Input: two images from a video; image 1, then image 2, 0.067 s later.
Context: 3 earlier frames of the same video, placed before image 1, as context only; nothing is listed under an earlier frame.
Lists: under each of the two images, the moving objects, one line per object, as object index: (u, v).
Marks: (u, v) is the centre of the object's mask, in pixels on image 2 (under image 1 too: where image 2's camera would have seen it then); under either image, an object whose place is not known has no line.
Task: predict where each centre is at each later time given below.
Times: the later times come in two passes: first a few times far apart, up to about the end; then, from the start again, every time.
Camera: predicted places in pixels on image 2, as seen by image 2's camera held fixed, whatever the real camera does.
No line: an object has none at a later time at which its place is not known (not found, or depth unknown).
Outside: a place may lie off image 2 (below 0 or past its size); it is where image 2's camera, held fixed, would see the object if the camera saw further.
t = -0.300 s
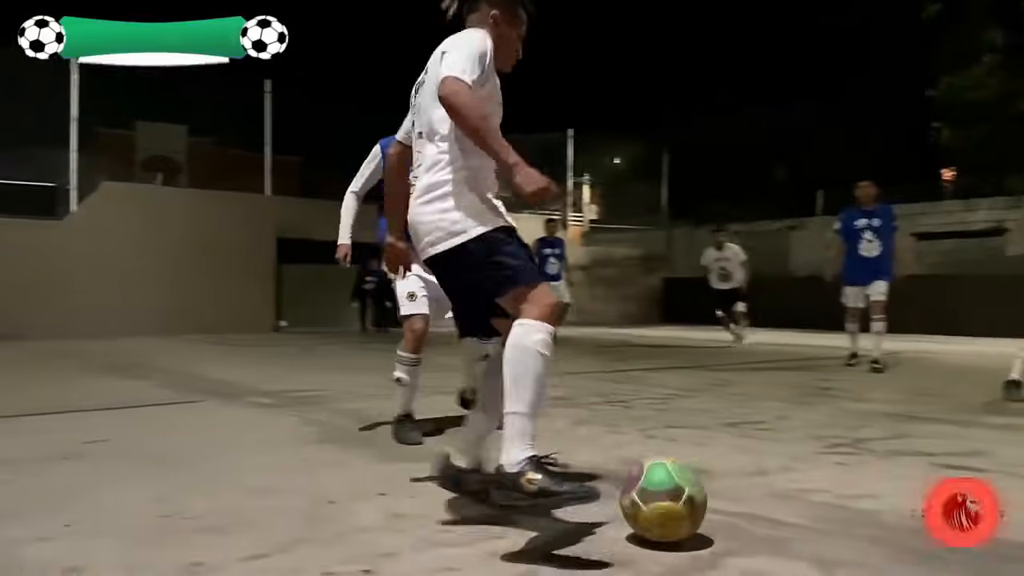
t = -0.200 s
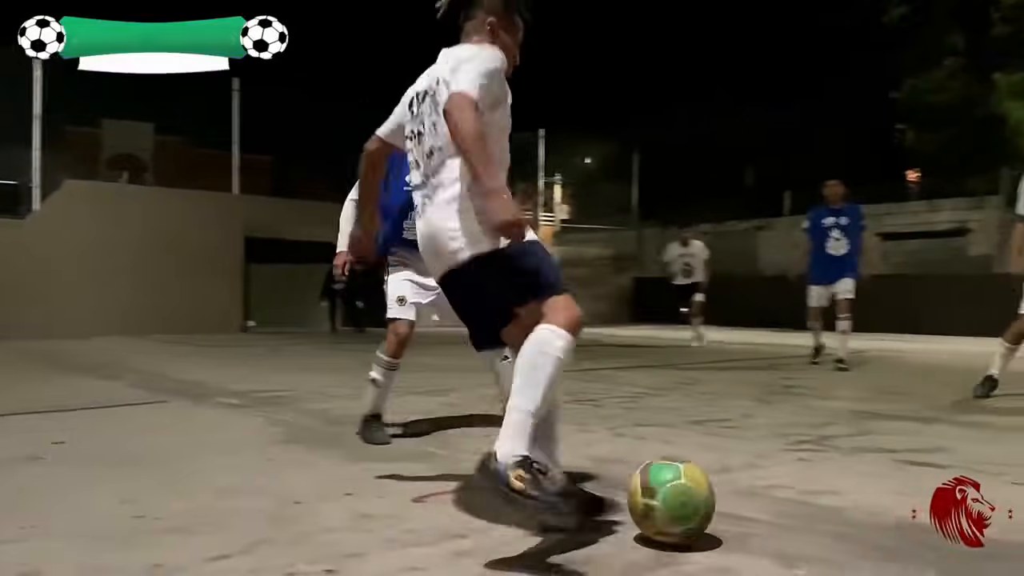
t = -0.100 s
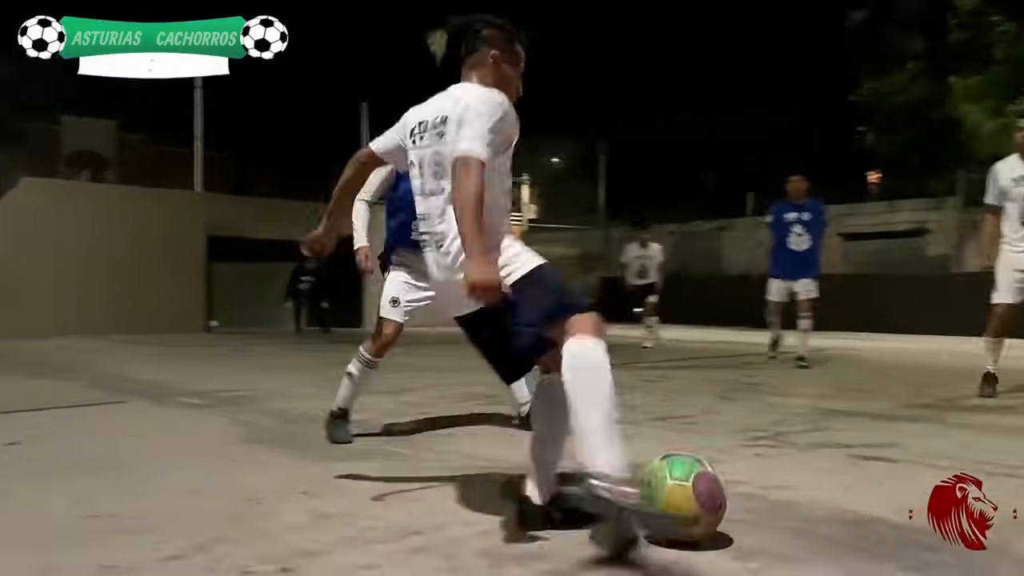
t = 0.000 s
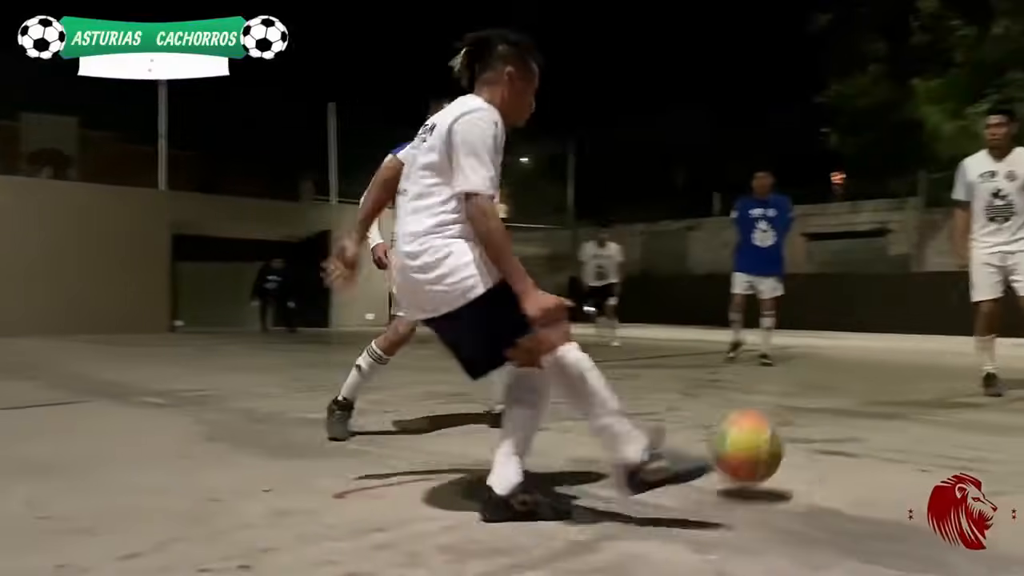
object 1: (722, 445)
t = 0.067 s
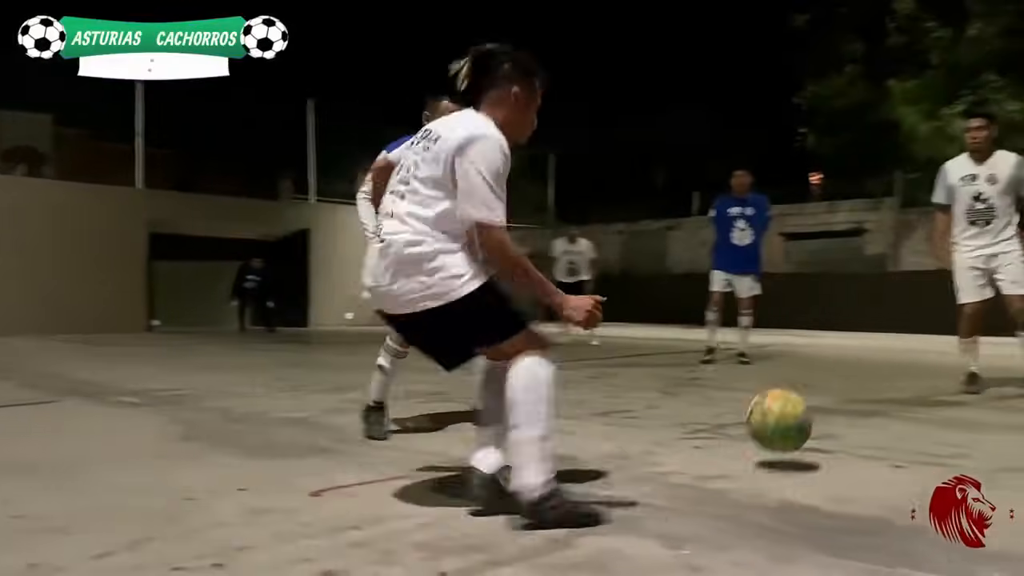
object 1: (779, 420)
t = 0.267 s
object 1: (881, 391)
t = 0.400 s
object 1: (920, 380)
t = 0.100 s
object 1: (803, 416)
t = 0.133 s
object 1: (824, 416)
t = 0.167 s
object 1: (842, 416)
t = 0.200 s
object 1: (856, 404)
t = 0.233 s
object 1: (870, 395)
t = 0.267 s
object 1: (881, 391)
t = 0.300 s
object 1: (893, 390)
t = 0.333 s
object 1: (903, 390)
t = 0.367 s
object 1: (912, 391)
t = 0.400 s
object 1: (920, 380)
